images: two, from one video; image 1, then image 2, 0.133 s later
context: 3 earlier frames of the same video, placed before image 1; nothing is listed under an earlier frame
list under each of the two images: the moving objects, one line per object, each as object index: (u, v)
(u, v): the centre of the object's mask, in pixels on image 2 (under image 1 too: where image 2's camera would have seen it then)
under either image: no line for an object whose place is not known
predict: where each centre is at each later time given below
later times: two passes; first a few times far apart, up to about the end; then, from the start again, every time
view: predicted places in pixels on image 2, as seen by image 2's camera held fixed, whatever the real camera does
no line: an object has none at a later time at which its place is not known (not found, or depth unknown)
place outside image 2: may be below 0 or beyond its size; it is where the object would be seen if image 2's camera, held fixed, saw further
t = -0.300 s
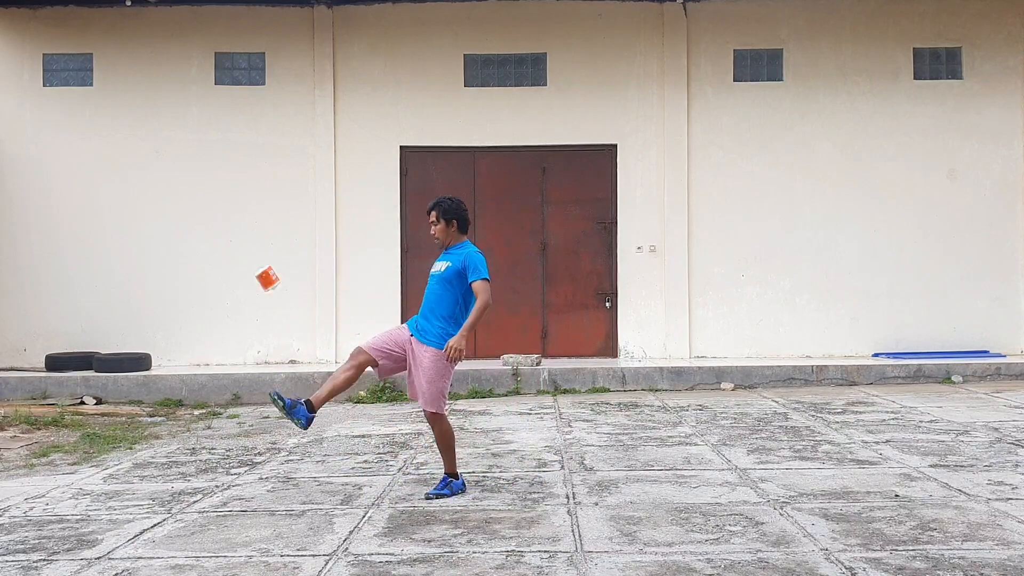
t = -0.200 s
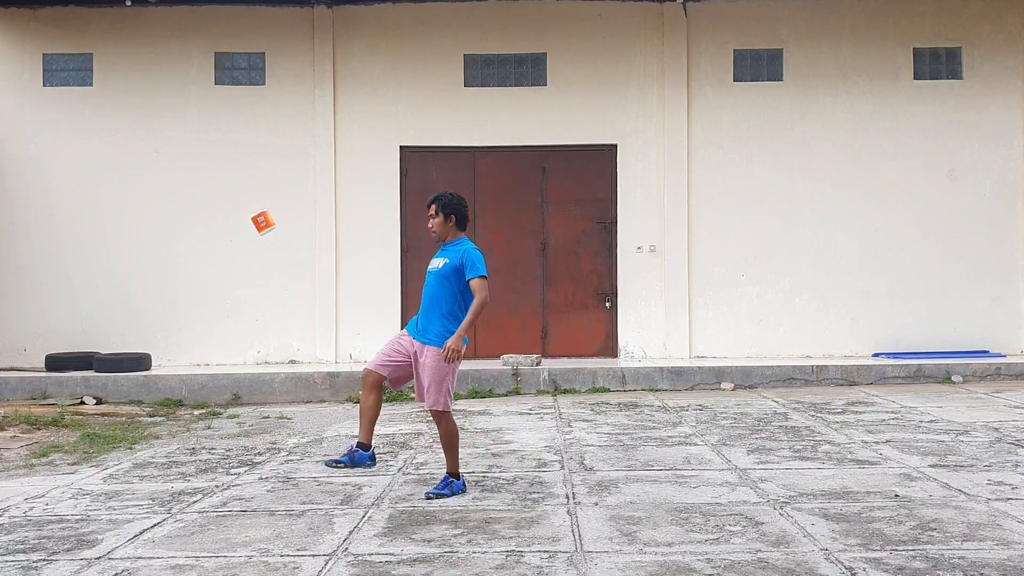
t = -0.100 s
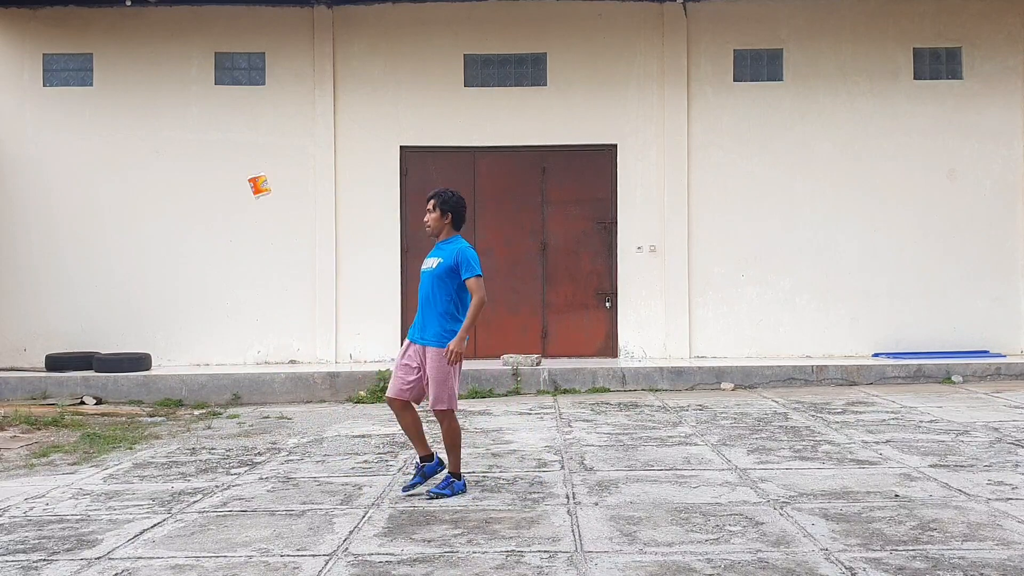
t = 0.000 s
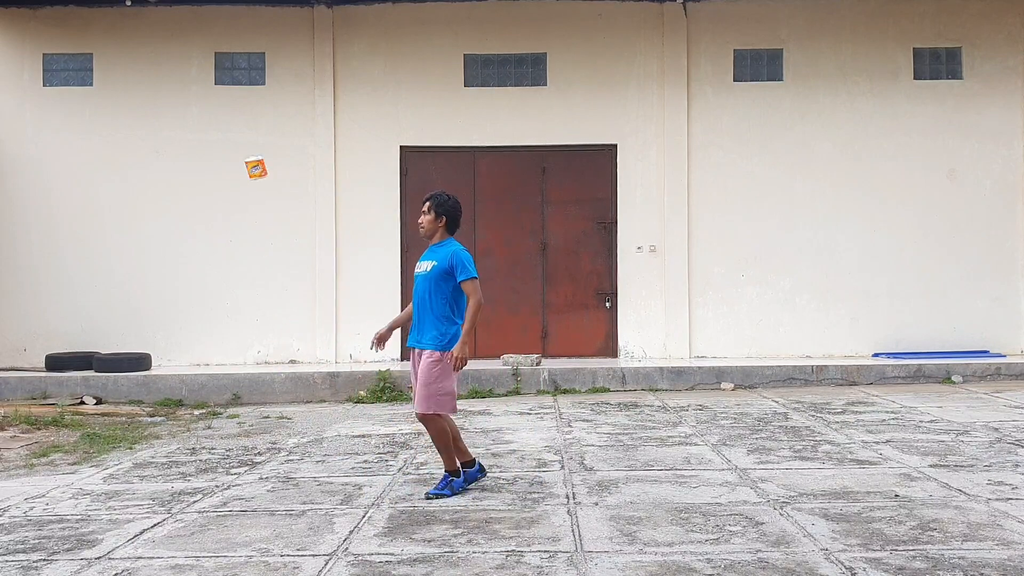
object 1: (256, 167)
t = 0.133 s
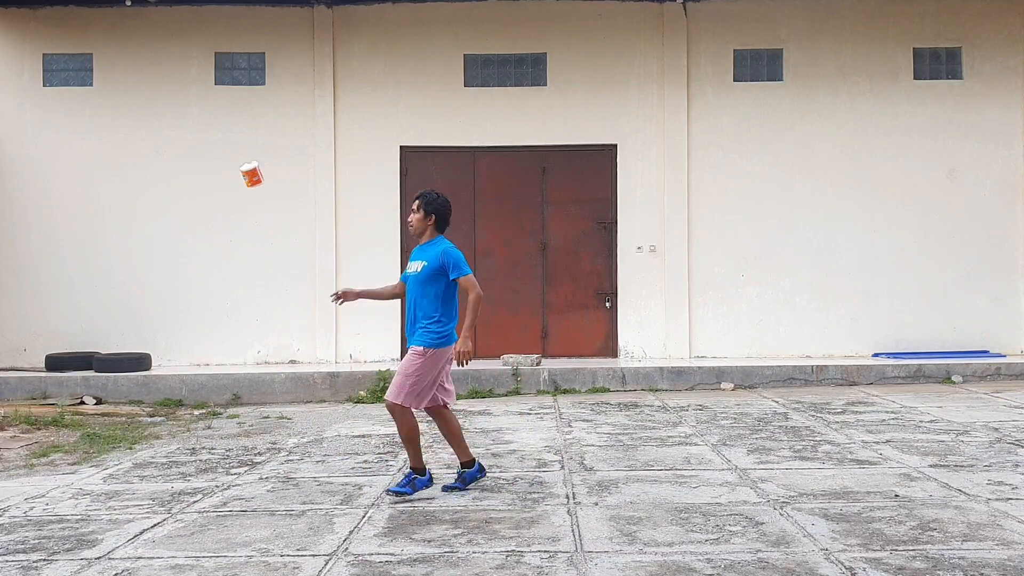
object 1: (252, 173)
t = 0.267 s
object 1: (249, 214)
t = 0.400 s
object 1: (247, 288)
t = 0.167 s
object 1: (251, 180)
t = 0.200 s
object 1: (251, 190)
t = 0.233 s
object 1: (250, 201)
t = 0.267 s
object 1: (249, 214)
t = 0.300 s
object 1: (248, 230)
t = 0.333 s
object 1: (248, 247)
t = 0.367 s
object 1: (248, 267)
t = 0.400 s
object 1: (247, 288)
